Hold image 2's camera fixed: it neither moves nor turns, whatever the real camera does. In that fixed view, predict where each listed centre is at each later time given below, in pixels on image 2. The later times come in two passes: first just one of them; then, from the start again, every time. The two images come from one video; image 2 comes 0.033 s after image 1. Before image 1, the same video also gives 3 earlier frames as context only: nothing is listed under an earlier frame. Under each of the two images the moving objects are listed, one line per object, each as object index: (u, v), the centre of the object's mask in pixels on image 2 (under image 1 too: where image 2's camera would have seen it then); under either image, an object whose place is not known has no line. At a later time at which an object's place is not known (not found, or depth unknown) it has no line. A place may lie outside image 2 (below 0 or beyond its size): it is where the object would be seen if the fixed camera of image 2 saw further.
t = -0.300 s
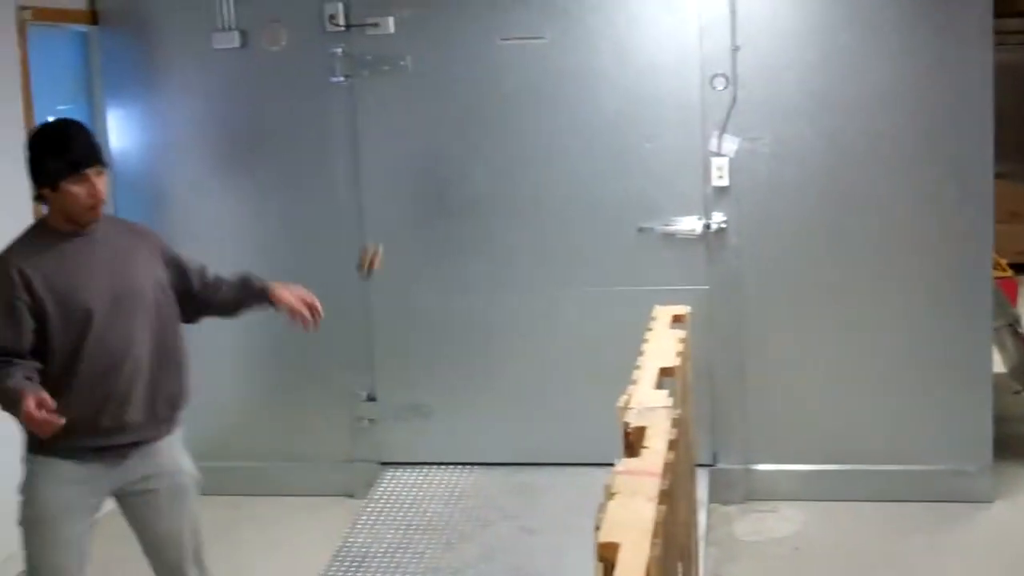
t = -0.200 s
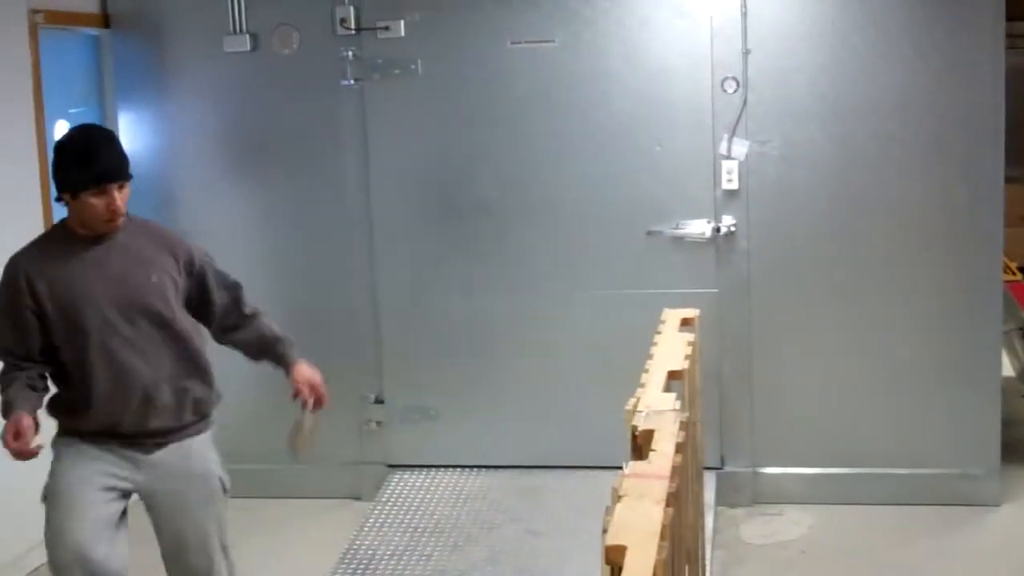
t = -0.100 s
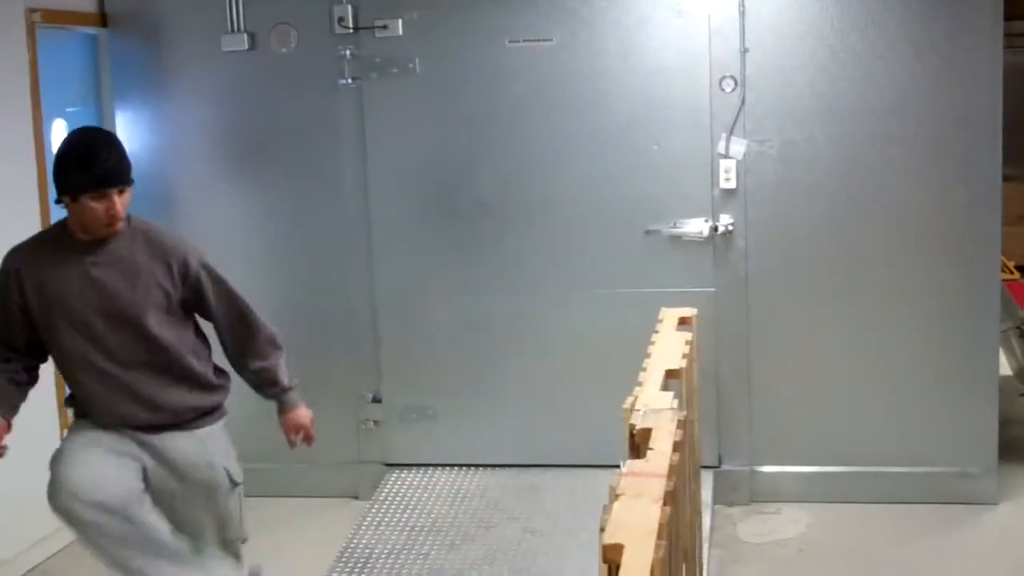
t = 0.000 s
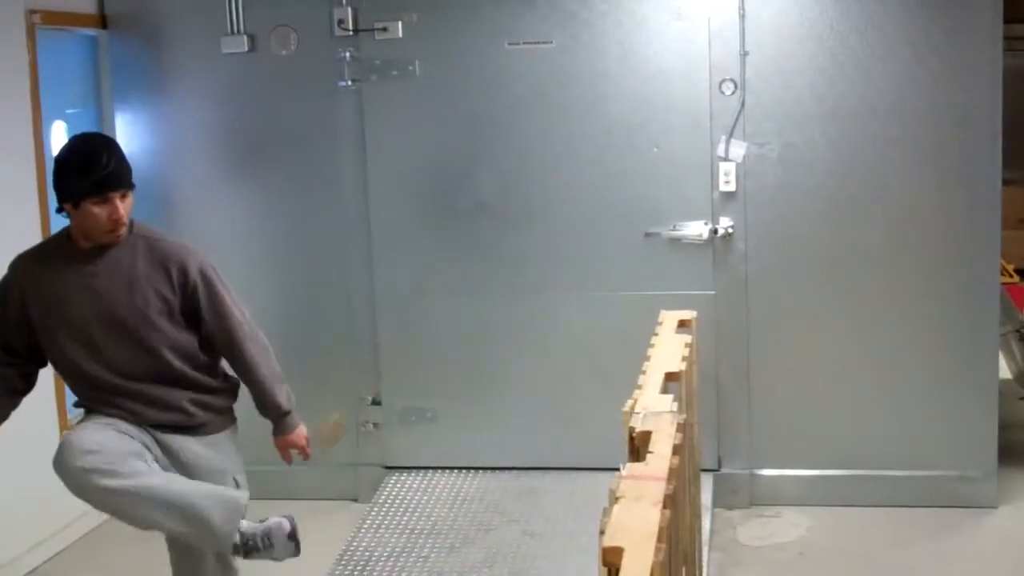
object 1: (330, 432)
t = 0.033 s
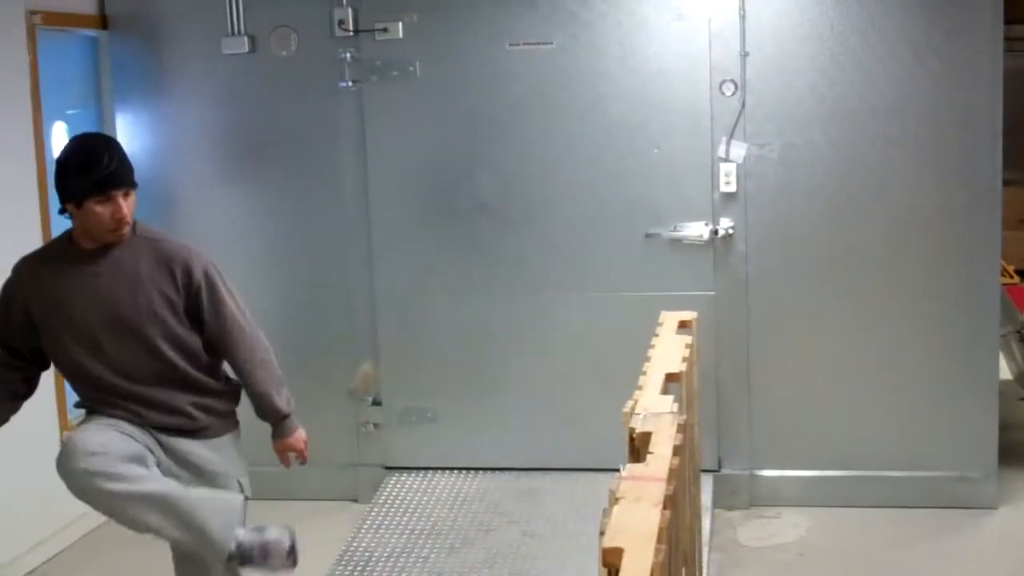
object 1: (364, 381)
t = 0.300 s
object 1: (666, 98)
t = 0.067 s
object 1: (395, 334)
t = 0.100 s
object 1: (430, 289)
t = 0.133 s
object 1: (467, 246)
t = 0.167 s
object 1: (504, 207)
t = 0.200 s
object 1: (543, 174)
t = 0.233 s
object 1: (583, 143)
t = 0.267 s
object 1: (623, 119)
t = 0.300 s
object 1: (666, 98)
